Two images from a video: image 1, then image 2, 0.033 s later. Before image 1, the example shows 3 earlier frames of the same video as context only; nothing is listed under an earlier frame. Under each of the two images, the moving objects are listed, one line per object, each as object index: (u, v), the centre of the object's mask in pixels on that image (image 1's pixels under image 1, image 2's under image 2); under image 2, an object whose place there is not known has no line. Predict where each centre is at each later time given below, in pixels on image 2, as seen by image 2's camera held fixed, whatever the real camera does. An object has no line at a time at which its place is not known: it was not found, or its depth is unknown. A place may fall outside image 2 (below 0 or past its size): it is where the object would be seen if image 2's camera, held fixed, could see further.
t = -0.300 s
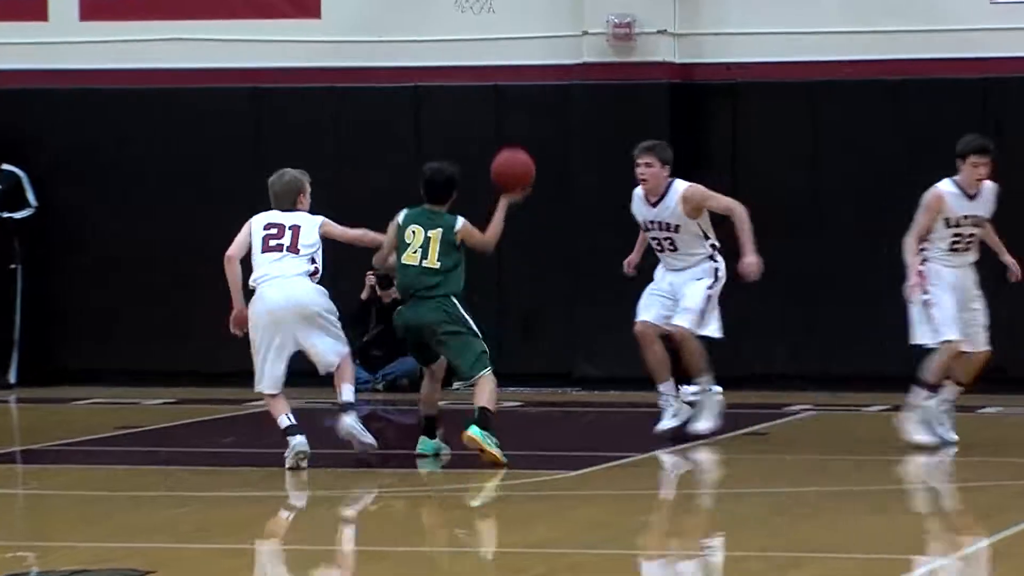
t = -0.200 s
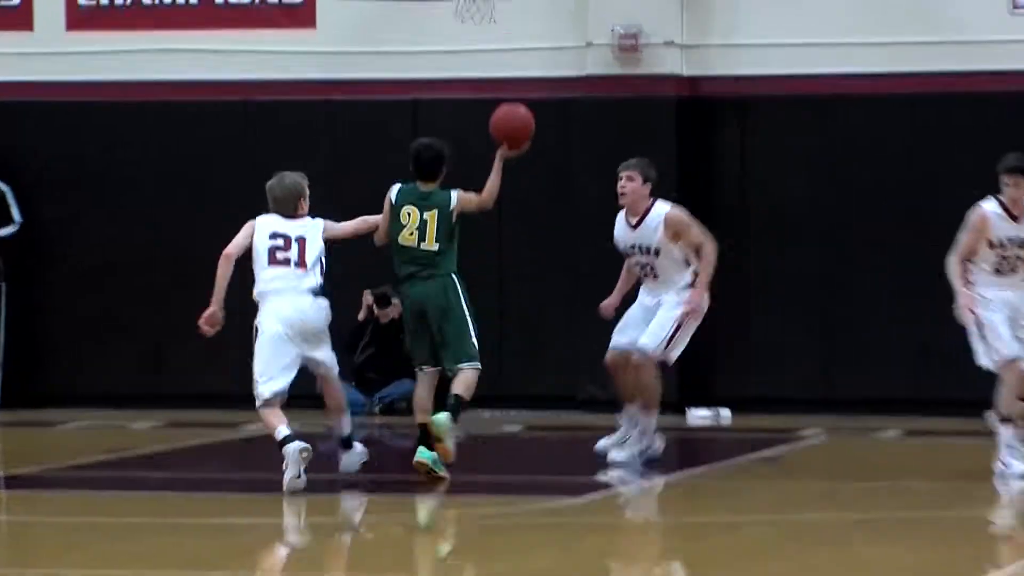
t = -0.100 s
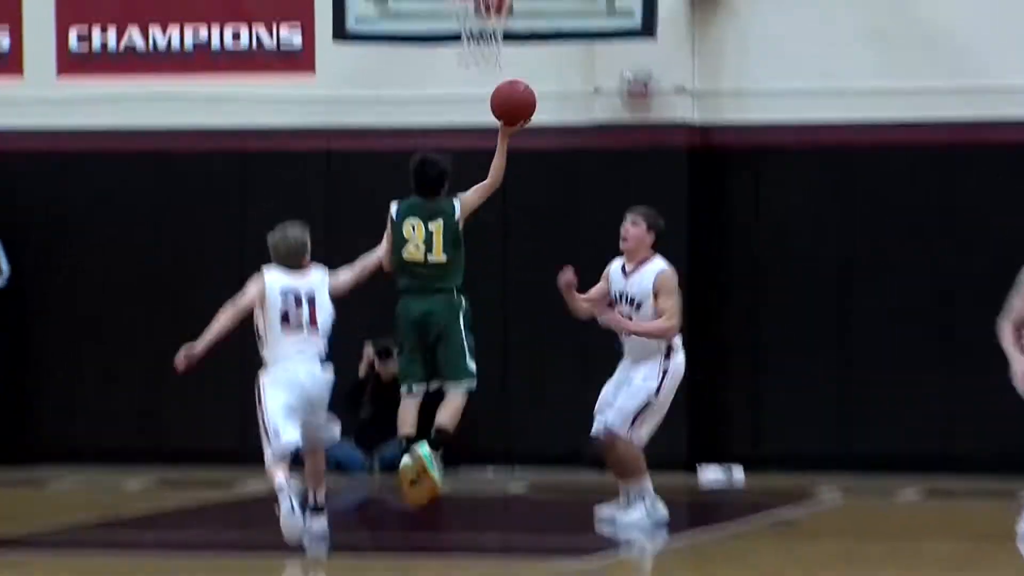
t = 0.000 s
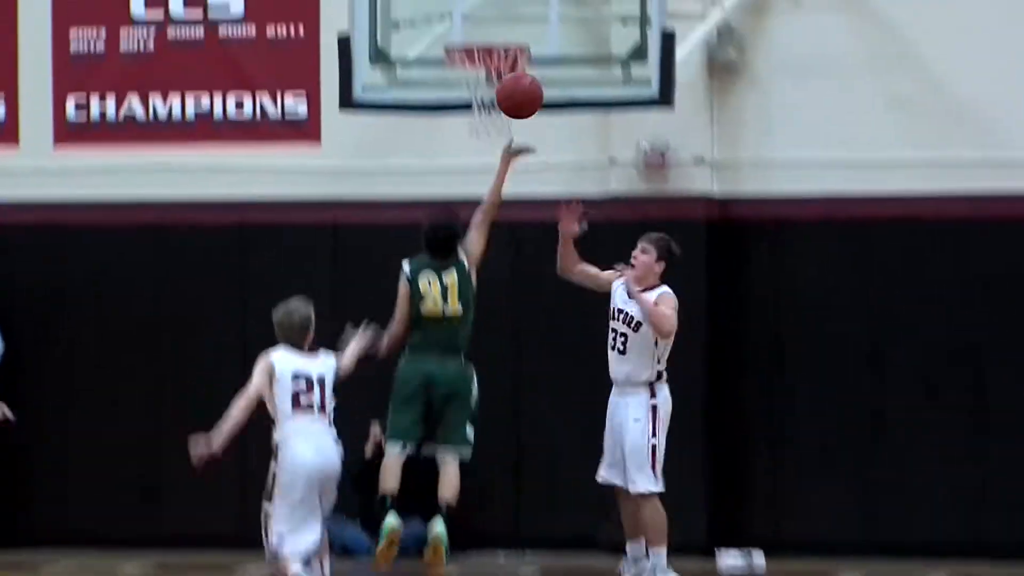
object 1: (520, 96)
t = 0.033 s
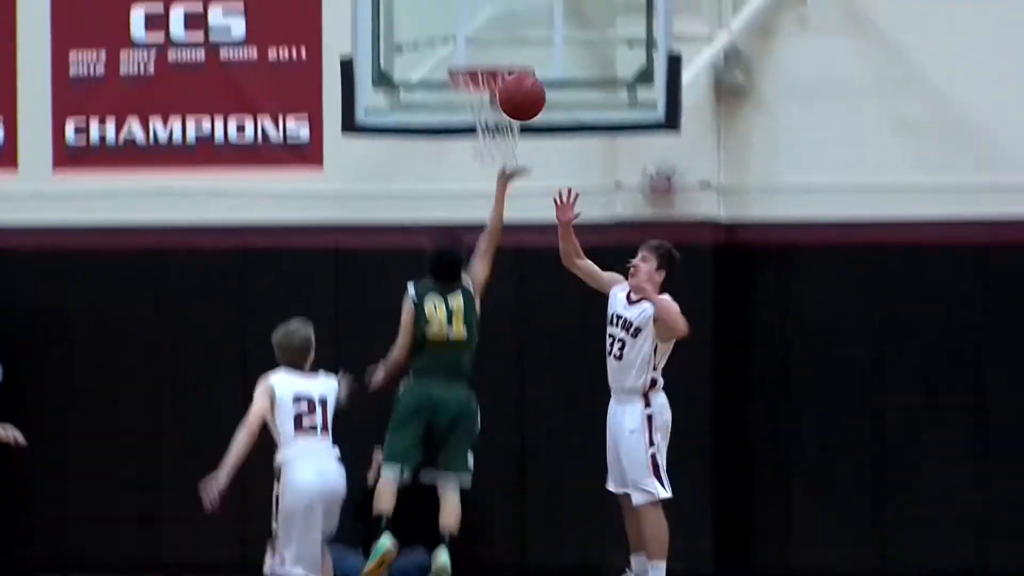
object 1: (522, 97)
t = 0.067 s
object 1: (520, 77)
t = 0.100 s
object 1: (518, 60)
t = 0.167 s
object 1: (513, 31)
